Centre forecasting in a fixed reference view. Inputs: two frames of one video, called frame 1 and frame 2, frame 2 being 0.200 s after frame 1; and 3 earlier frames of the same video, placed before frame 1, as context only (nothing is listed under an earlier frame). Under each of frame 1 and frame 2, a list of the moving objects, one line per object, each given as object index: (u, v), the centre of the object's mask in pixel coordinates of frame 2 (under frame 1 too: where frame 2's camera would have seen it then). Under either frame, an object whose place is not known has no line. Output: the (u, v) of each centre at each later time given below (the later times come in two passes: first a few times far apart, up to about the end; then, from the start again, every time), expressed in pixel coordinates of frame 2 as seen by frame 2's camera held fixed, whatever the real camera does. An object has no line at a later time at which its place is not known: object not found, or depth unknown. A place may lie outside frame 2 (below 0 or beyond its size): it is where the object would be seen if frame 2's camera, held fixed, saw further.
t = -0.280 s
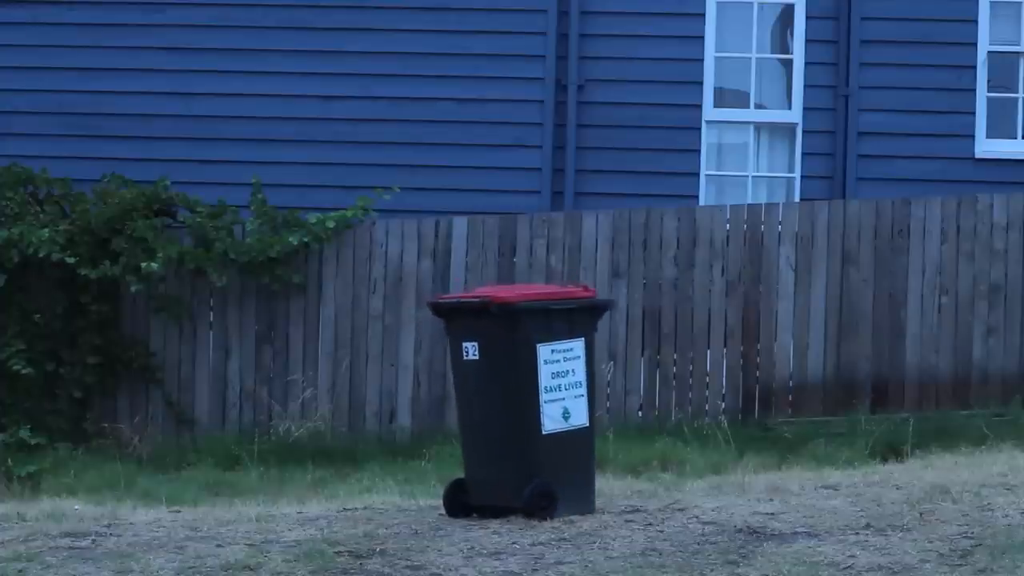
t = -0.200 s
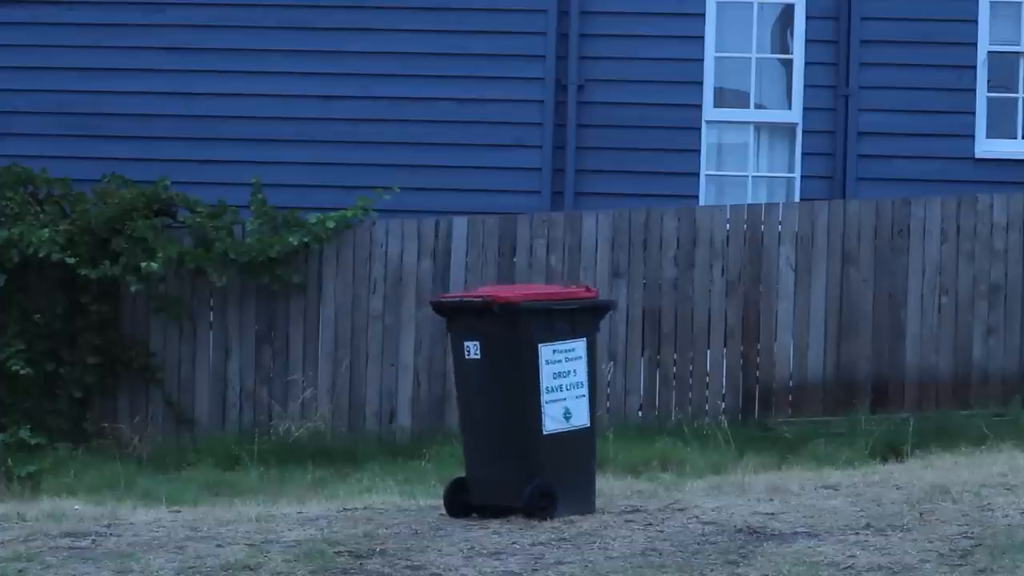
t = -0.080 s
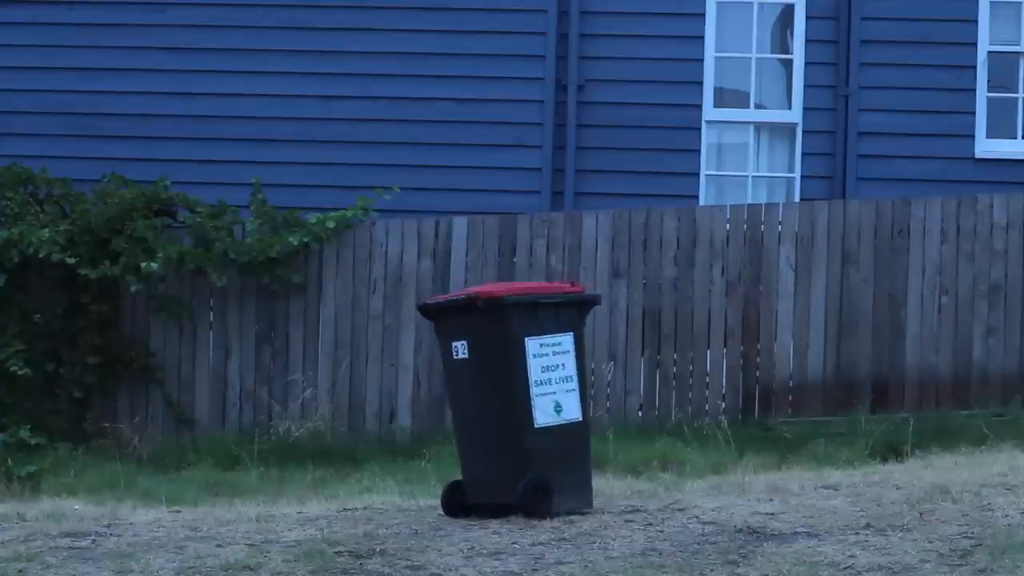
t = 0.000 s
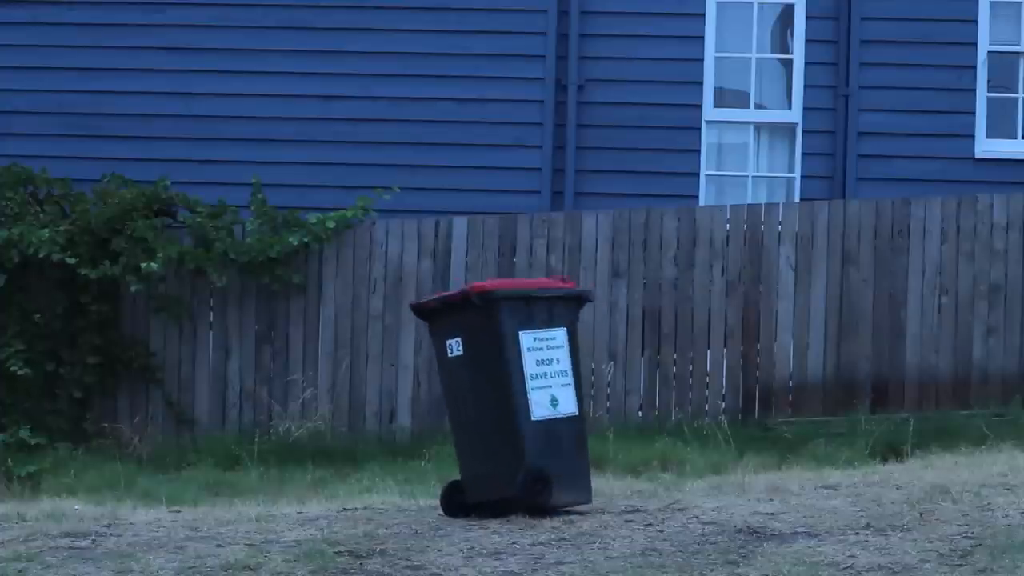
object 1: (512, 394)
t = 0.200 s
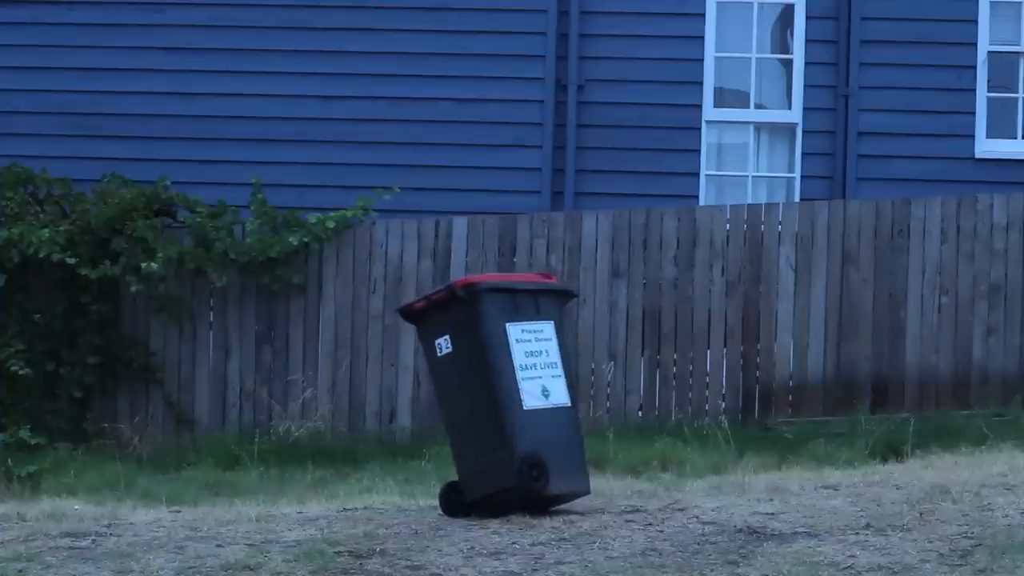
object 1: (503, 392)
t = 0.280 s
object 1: (501, 392)
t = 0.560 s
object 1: (493, 391)
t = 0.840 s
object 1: (484, 391)
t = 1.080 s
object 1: (458, 408)
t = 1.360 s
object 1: (427, 454)
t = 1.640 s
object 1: (419, 454)
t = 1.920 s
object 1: (390, 453)
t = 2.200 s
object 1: (372, 453)
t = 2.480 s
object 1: (367, 453)
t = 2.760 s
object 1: (368, 453)
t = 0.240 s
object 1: (502, 392)
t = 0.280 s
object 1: (501, 392)
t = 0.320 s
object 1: (500, 391)
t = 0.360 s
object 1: (498, 391)
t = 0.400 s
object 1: (497, 391)
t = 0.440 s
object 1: (496, 391)
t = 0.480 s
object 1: (495, 391)
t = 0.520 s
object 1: (494, 391)
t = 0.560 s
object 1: (493, 391)
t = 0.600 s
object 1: (493, 391)
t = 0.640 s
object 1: (492, 391)
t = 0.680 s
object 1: (491, 391)
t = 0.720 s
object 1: (490, 391)
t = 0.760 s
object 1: (489, 391)
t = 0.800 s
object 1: (487, 391)
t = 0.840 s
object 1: (484, 391)
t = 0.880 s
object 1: (481, 392)
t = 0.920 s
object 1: (477, 394)
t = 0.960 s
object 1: (472, 396)
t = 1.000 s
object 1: (468, 399)
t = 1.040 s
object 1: (463, 403)
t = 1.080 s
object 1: (458, 408)
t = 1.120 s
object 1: (452, 414)
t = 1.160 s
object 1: (446, 422)
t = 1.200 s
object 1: (440, 432)
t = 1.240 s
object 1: (433, 445)
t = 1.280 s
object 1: (428, 455)
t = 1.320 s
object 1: (427, 454)
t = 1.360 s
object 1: (427, 454)
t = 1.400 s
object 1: (424, 454)
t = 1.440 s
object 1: (421, 453)
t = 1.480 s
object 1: (420, 453)
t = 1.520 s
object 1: (421, 453)
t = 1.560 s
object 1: (421, 454)
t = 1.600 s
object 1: (421, 454)
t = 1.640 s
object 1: (419, 454)
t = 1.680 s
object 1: (417, 454)
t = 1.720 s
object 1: (414, 454)
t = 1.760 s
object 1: (409, 453)
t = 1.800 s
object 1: (403, 453)
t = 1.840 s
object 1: (398, 454)
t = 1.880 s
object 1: (394, 453)
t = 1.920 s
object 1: (390, 453)
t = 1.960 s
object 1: (386, 453)
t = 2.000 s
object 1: (383, 453)
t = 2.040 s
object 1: (380, 453)
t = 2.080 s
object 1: (377, 452)
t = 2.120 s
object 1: (375, 453)
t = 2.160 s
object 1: (373, 453)
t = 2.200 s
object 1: (372, 453)
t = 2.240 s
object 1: (371, 453)
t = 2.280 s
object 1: (369, 453)
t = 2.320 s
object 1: (369, 453)
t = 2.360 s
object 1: (368, 452)
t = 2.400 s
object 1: (367, 453)
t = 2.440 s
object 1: (367, 453)
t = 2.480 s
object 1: (367, 453)
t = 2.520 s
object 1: (367, 453)
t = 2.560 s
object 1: (367, 453)
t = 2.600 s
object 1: (367, 453)
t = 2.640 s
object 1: (367, 453)
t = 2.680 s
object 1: (367, 453)
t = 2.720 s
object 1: (367, 453)
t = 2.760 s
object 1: (368, 453)
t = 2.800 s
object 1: (368, 453)
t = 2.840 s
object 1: (368, 453)
